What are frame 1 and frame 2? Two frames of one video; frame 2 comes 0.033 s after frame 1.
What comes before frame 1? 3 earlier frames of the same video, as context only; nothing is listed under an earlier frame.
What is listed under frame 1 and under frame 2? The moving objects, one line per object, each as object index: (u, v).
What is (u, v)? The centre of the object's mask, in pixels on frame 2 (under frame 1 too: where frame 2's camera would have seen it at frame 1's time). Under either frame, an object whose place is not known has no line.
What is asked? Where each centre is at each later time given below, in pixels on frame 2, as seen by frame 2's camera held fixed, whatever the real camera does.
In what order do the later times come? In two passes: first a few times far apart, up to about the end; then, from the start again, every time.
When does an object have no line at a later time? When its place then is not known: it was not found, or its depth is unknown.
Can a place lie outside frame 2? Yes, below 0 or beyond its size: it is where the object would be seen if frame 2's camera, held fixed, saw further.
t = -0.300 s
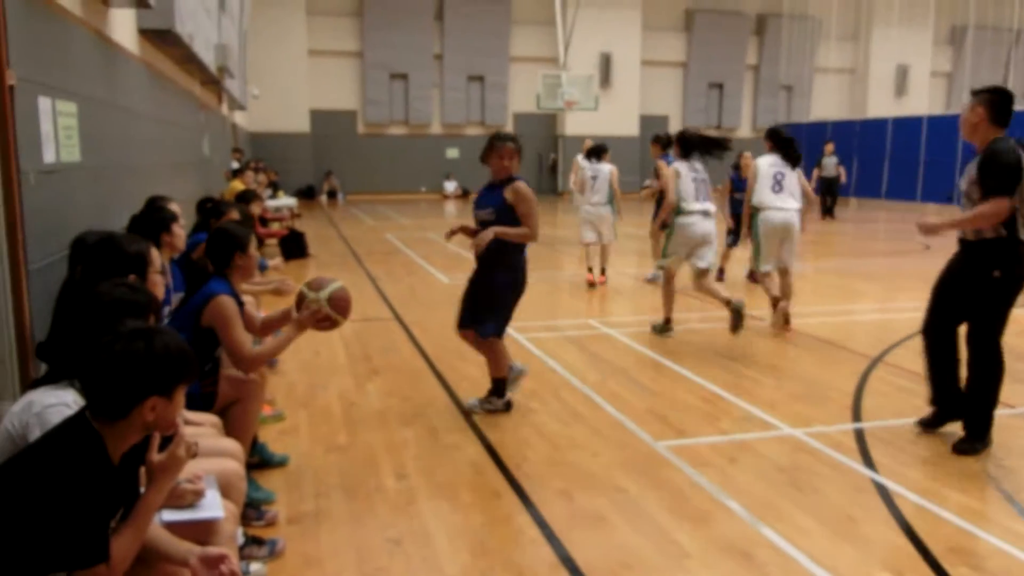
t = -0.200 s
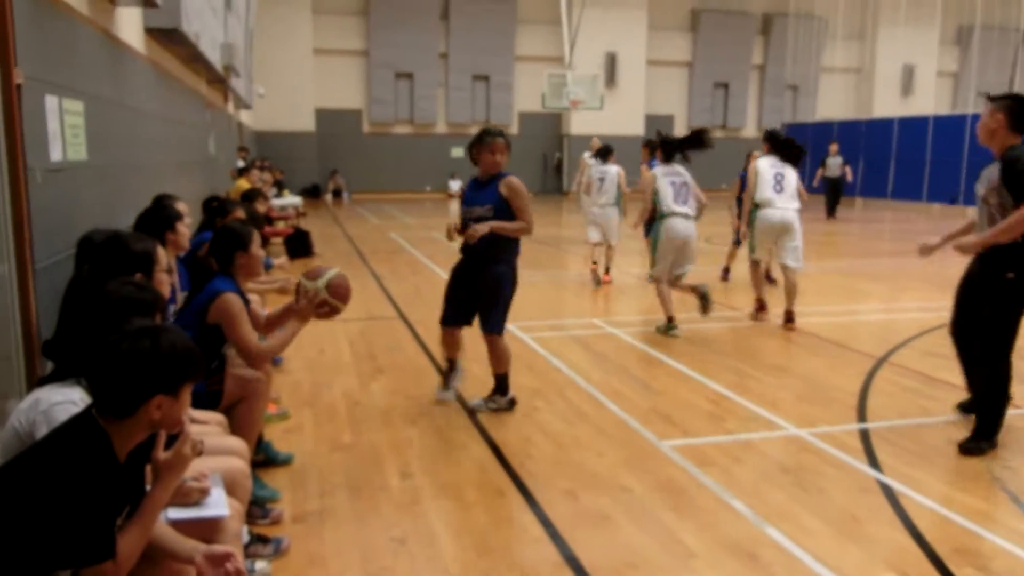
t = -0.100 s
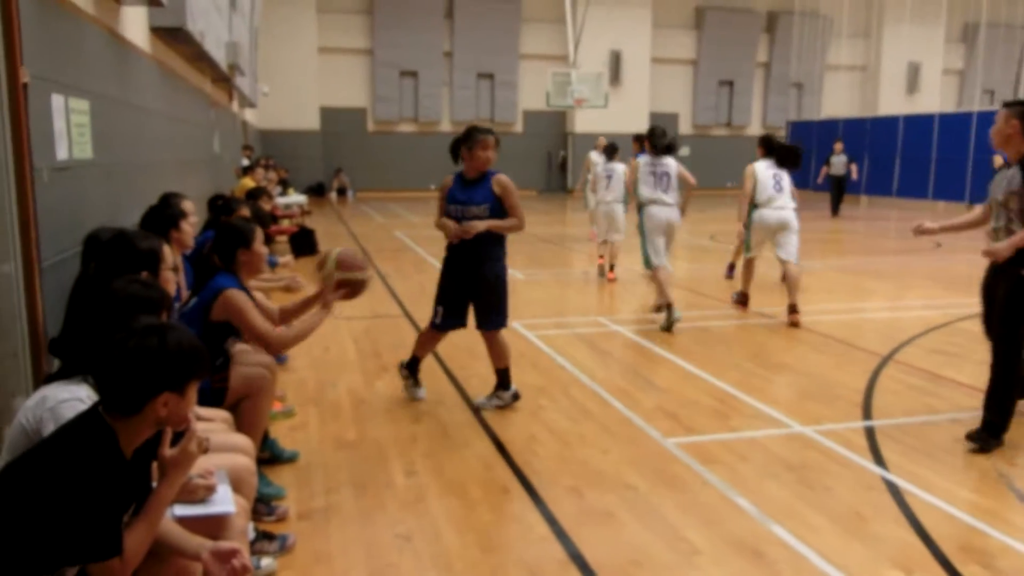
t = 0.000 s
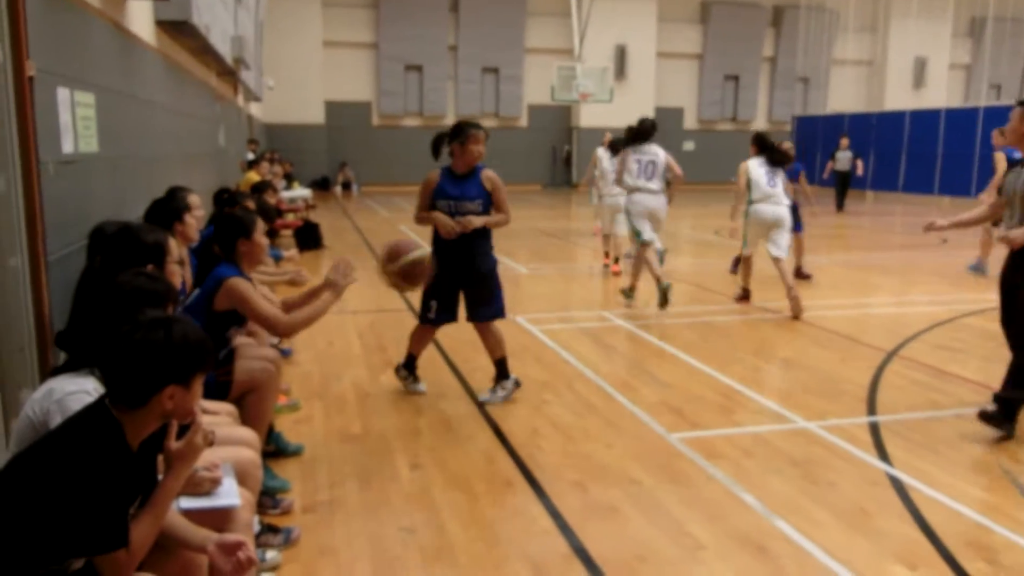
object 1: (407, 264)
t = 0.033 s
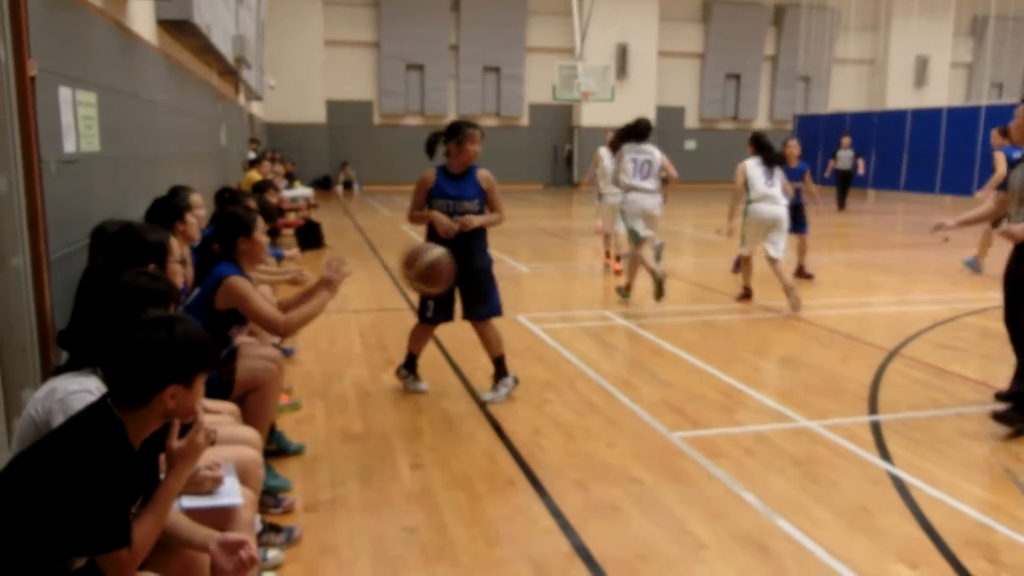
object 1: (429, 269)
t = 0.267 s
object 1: (551, 356)
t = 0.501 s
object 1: (624, 336)
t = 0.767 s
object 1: (681, 310)
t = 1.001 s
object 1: (722, 390)
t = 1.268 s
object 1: (774, 329)
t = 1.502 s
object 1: (813, 376)
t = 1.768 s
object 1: (860, 342)
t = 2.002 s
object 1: (897, 351)
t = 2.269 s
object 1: (935, 361)
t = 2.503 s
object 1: (966, 356)
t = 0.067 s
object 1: (446, 274)
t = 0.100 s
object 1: (463, 283)
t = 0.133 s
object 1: (482, 294)
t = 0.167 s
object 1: (501, 307)
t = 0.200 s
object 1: (517, 321)
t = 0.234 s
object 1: (535, 338)
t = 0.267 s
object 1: (551, 356)
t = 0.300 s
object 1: (568, 377)
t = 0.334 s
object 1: (583, 398)
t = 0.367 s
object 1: (594, 400)
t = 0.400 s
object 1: (602, 380)
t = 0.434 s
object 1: (610, 364)
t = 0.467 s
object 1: (617, 348)
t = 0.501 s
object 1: (624, 336)
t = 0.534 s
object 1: (631, 326)
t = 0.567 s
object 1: (639, 317)
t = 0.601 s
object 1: (646, 311)
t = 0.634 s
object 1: (653, 306)
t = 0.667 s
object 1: (660, 305)
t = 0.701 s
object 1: (667, 304)
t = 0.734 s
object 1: (674, 305)
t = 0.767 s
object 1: (681, 310)
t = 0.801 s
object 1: (687, 316)
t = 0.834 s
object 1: (693, 324)
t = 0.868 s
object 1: (699, 334)
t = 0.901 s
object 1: (706, 344)
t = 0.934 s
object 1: (712, 358)
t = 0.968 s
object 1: (717, 374)
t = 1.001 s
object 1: (722, 390)
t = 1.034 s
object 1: (729, 375)
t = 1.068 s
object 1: (737, 362)
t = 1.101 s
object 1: (743, 352)
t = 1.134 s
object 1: (749, 344)
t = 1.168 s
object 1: (756, 337)
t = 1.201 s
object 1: (762, 333)
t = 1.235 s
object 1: (768, 330)
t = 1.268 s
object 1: (774, 329)
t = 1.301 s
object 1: (780, 330)
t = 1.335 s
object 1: (786, 332)
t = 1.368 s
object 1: (792, 337)
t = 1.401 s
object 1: (798, 345)
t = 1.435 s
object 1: (803, 353)
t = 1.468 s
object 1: (808, 363)
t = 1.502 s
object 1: (813, 376)
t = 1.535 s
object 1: (819, 369)
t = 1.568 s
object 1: (825, 360)
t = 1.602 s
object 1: (832, 352)
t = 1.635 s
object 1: (838, 346)
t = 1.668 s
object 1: (844, 342)
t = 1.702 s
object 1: (849, 340)
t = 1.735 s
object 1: (855, 340)
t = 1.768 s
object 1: (860, 342)
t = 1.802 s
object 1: (866, 346)
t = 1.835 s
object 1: (870, 351)
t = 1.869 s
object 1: (875, 358)
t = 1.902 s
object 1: (880, 366)
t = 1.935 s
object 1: (886, 363)
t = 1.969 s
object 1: (892, 356)
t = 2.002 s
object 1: (897, 351)
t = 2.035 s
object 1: (902, 347)
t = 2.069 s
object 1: (907, 344)
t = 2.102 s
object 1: (913, 344)
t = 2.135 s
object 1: (917, 346)
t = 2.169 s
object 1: (922, 348)
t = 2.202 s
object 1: (925, 354)
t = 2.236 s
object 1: (930, 362)
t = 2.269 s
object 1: (935, 361)
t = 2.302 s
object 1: (940, 352)
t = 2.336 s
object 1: (945, 348)
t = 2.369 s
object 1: (950, 346)
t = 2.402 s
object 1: (954, 345)
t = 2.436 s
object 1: (958, 347)
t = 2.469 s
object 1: (962, 350)
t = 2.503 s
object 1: (966, 356)
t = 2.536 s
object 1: (971, 356)
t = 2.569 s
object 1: (976, 350)
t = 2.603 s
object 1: (981, 347)
